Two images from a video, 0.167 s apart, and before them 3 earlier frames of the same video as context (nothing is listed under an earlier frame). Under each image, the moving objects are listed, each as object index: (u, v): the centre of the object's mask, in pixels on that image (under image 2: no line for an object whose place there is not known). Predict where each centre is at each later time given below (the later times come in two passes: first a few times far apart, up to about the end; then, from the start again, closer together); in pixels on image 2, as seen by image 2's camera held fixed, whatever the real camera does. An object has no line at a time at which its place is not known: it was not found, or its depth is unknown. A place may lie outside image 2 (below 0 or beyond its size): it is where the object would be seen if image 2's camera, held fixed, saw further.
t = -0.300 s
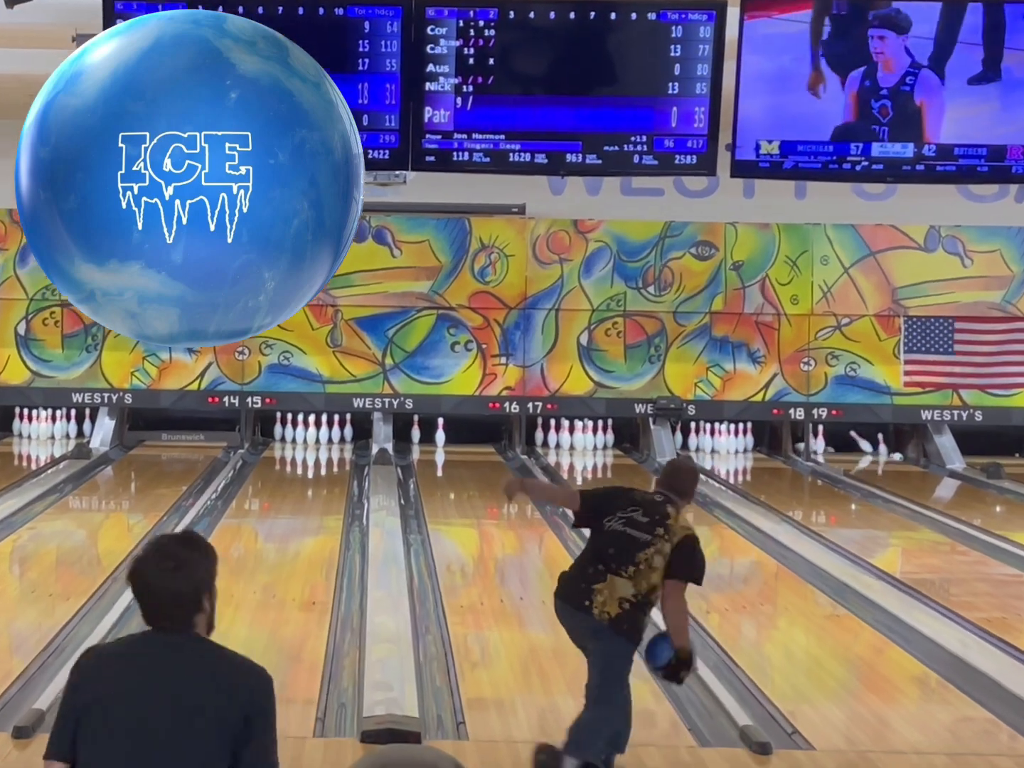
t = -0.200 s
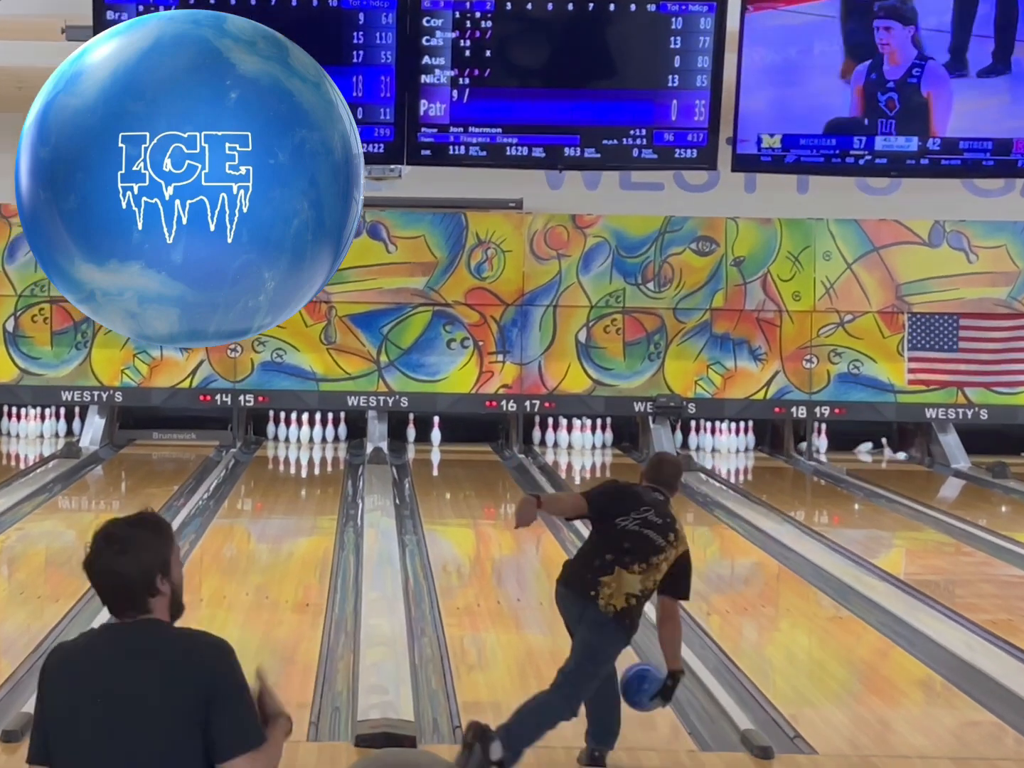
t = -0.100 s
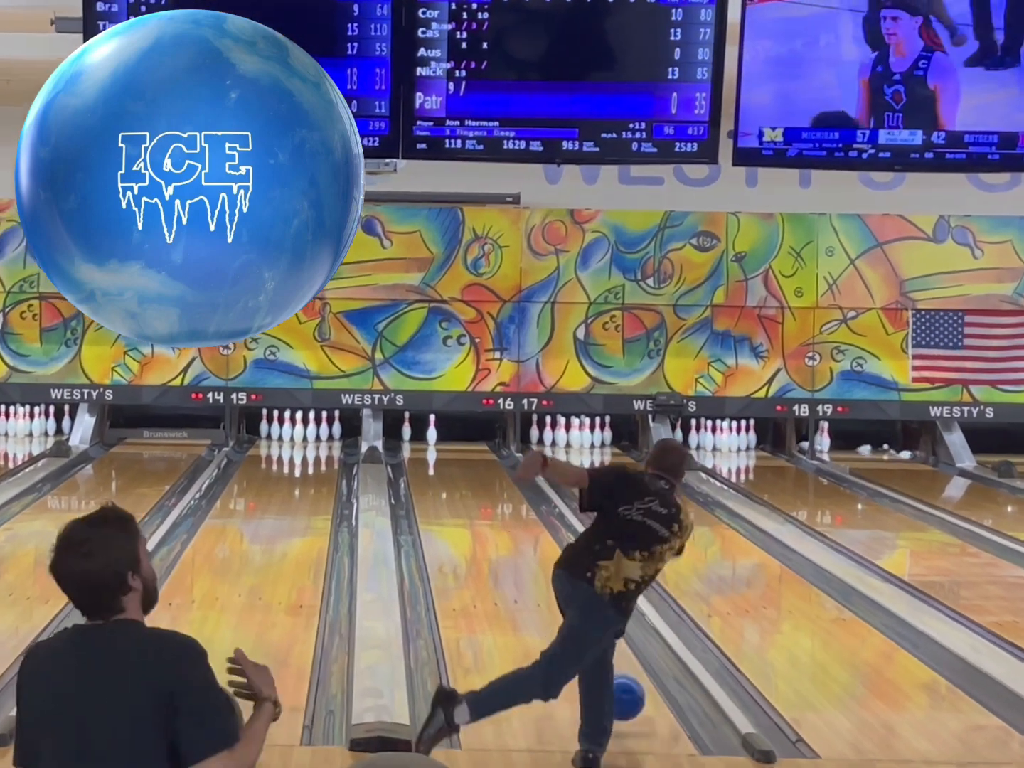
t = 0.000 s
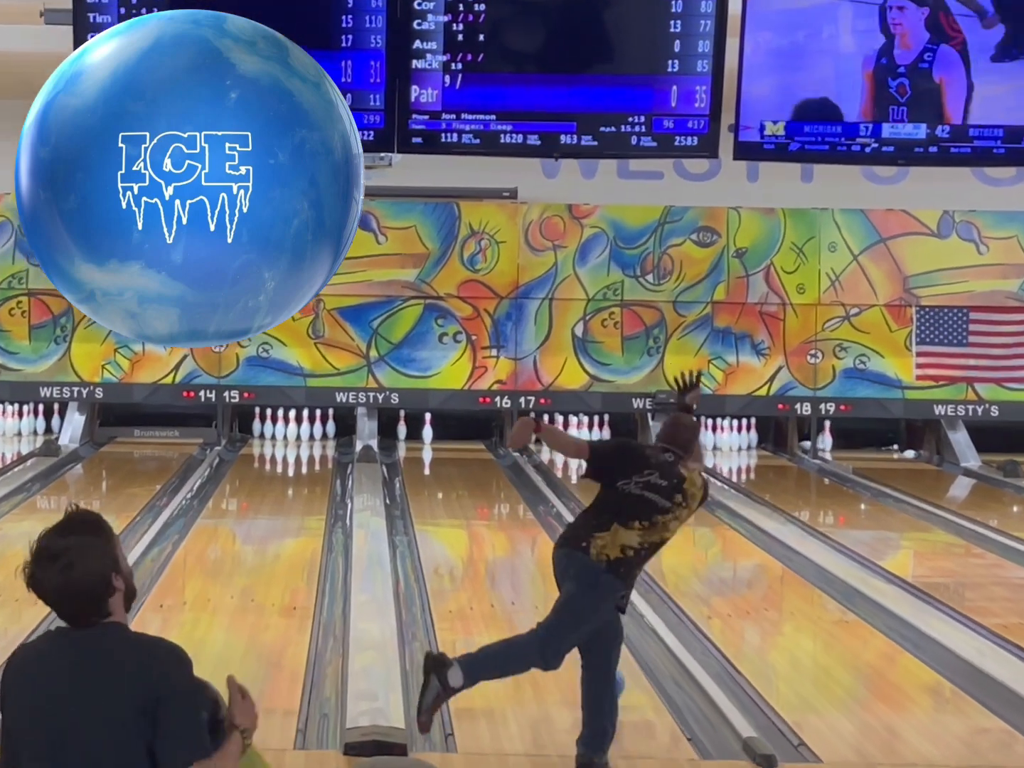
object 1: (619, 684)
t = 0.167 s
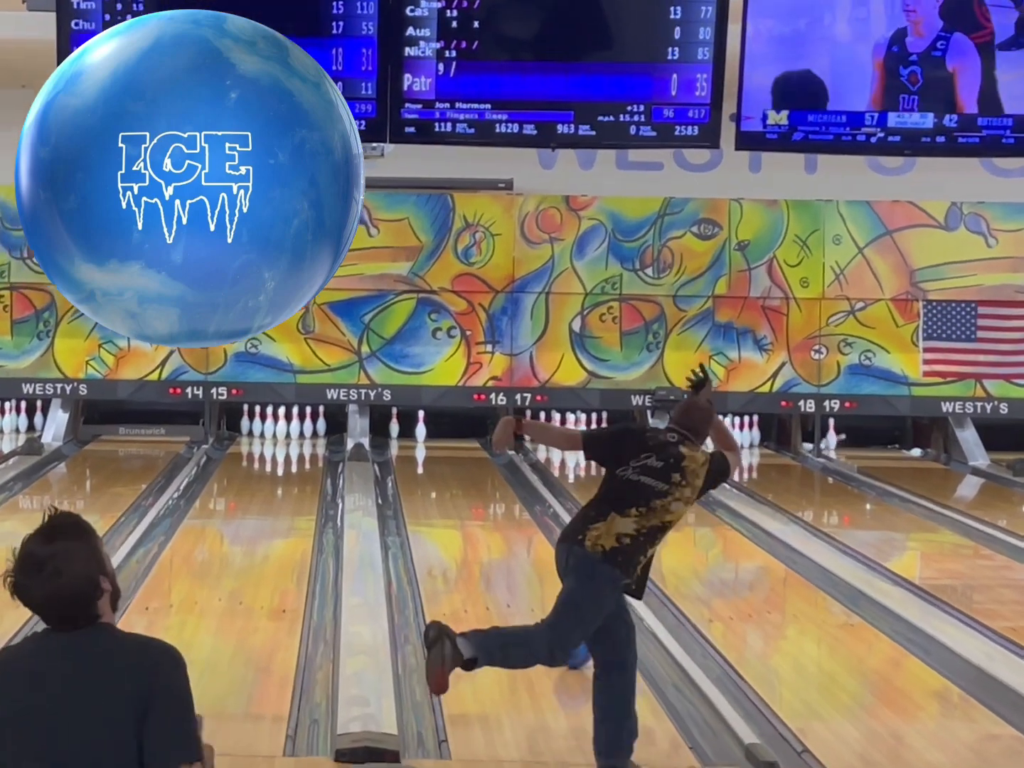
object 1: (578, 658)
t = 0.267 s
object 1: (548, 618)
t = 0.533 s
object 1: (529, 579)
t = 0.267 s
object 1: (548, 618)
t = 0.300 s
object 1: (547, 614)
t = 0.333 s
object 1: (545, 610)
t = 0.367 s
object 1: (543, 605)
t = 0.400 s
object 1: (541, 600)
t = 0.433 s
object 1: (539, 595)
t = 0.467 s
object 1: (536, 591)
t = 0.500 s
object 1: (533, 585)
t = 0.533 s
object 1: (529, 579)
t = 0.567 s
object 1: (526, 575)
